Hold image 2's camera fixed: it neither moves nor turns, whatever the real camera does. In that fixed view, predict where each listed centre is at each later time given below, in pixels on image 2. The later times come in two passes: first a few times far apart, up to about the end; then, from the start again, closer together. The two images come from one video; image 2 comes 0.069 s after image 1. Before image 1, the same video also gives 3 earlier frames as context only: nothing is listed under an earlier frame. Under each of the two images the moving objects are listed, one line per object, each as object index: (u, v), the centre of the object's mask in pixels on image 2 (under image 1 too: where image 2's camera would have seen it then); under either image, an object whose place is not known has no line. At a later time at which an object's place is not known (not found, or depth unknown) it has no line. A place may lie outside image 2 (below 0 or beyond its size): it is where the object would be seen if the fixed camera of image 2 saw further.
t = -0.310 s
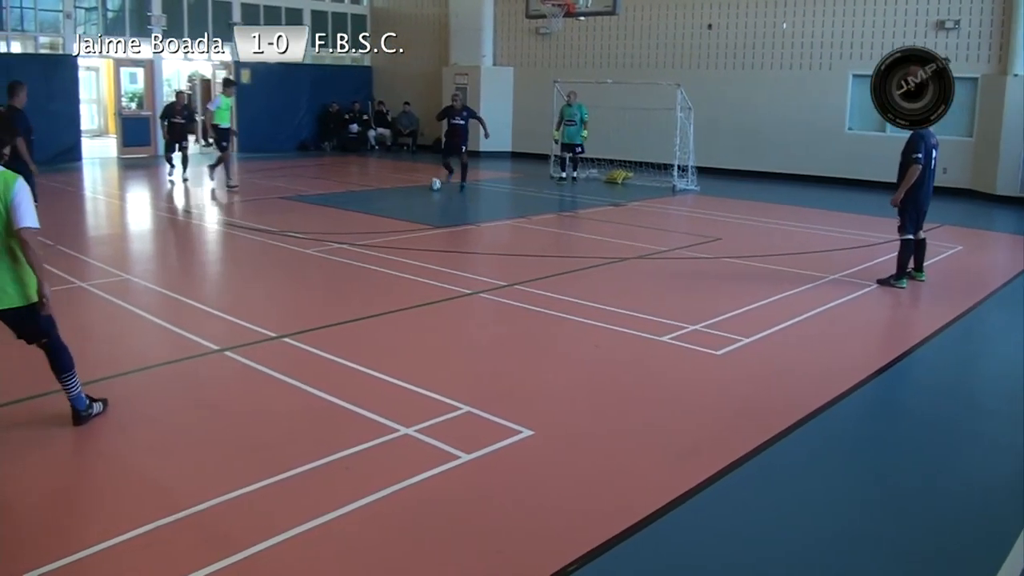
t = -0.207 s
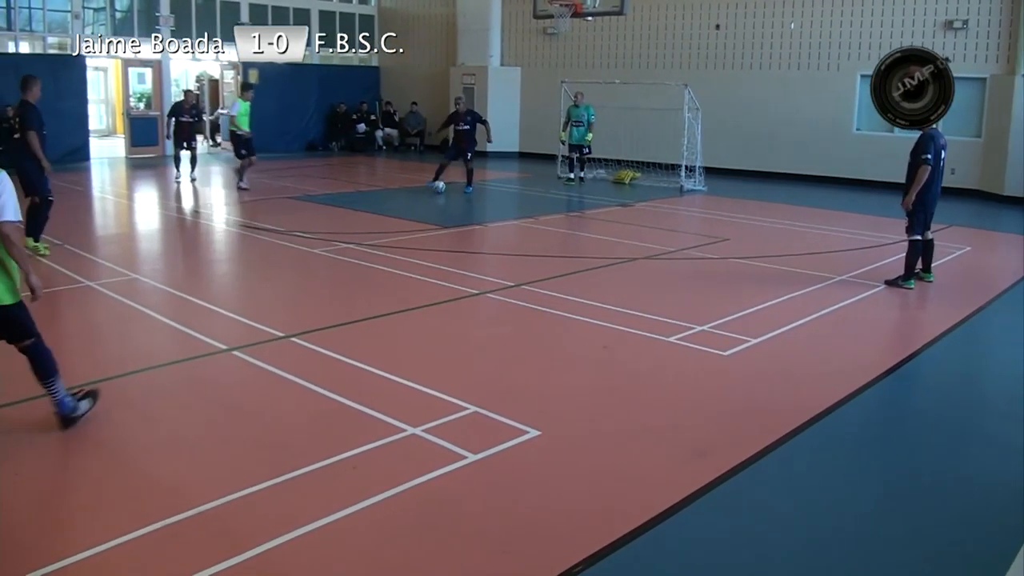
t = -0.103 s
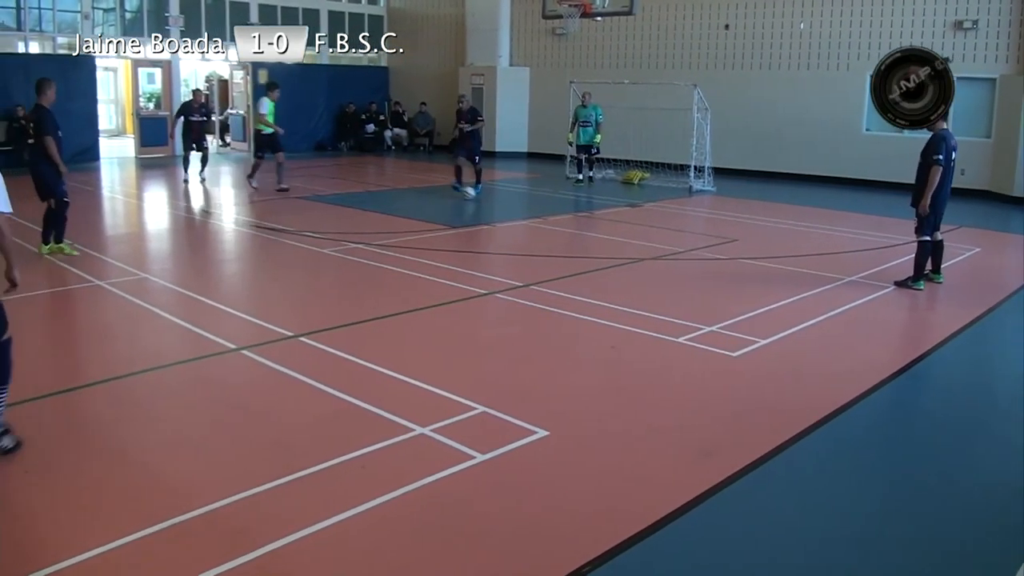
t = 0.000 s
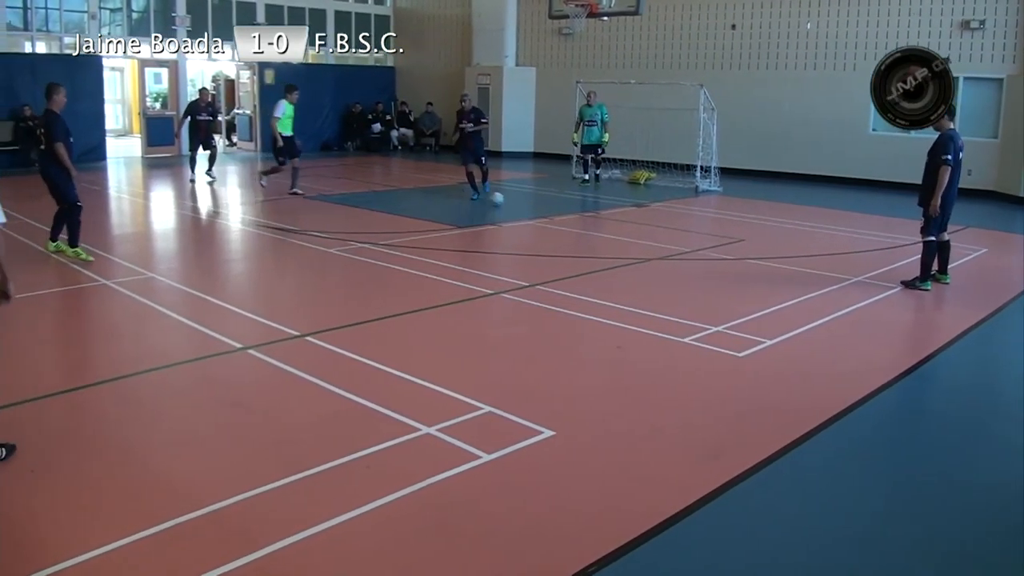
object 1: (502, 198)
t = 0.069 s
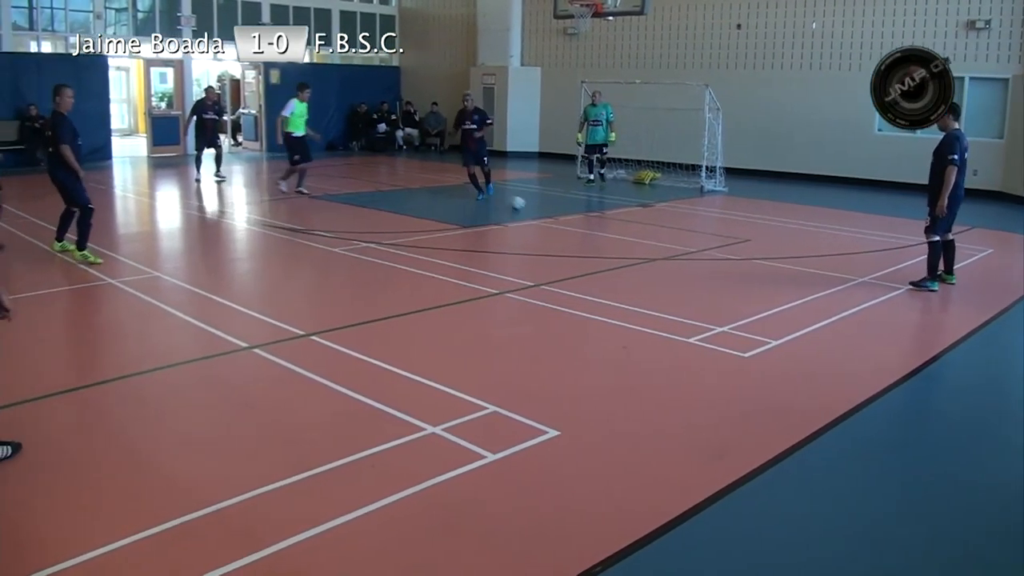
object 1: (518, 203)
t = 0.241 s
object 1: (557, 214)
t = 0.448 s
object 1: (602, 225)
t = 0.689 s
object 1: (667, 248)
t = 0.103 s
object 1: (525, 205)
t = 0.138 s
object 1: (533, 207)
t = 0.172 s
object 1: (541, 210)
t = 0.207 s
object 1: (549, 211)
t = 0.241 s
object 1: (557, 214)
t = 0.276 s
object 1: (563, 216)
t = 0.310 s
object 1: (570, 217)
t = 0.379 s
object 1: (586, 222)
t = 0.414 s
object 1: (594, 223)
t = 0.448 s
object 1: (602, 225)
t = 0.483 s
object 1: (610, 229)
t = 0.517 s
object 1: (619, 233)
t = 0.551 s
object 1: (627, 235)
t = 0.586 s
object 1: (637, 239)
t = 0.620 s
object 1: (646, 242)
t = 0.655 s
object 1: (656, 245)
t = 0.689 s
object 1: (667, 248)
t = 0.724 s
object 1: (678, 249)
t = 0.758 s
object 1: (689, 252)
